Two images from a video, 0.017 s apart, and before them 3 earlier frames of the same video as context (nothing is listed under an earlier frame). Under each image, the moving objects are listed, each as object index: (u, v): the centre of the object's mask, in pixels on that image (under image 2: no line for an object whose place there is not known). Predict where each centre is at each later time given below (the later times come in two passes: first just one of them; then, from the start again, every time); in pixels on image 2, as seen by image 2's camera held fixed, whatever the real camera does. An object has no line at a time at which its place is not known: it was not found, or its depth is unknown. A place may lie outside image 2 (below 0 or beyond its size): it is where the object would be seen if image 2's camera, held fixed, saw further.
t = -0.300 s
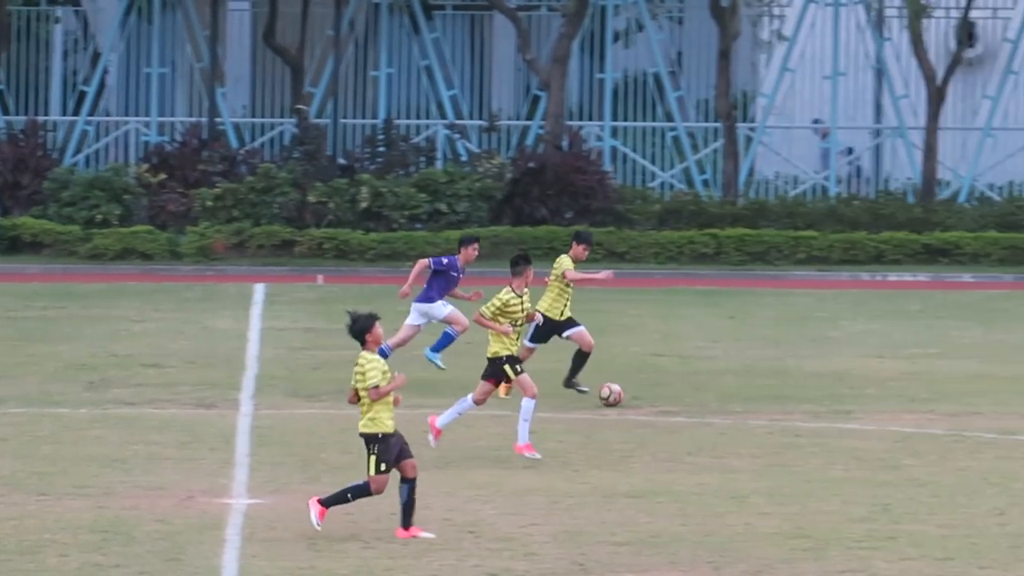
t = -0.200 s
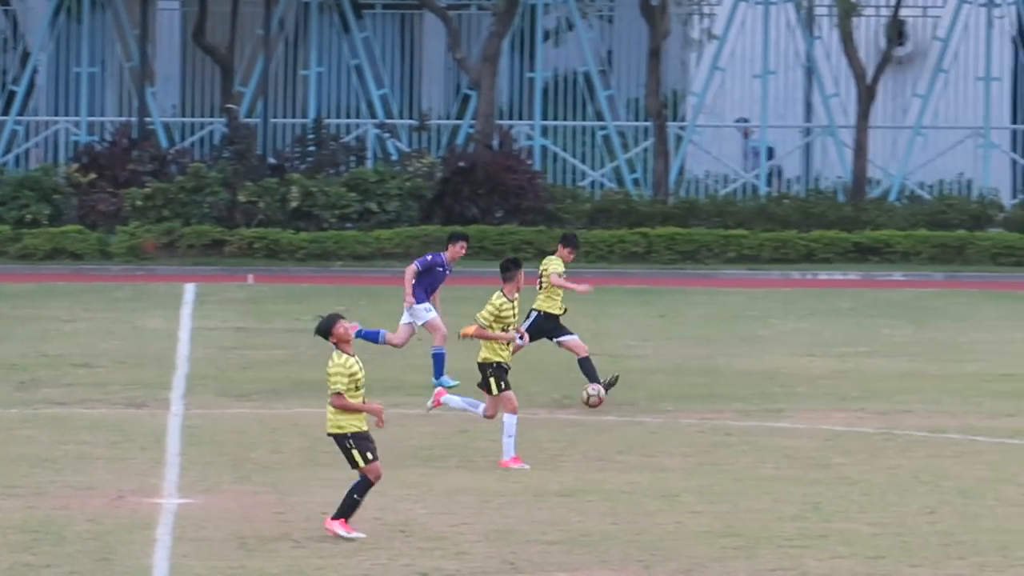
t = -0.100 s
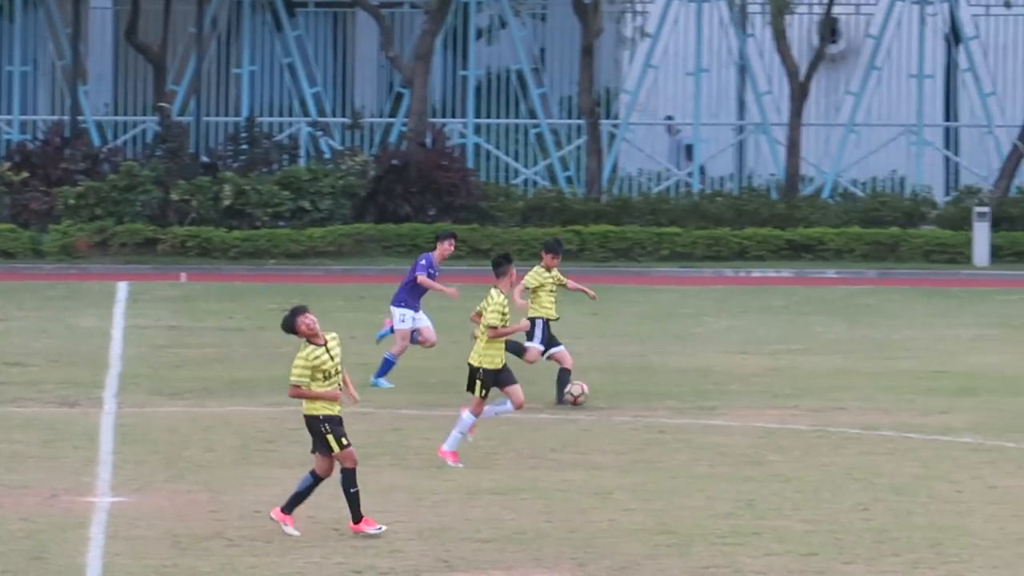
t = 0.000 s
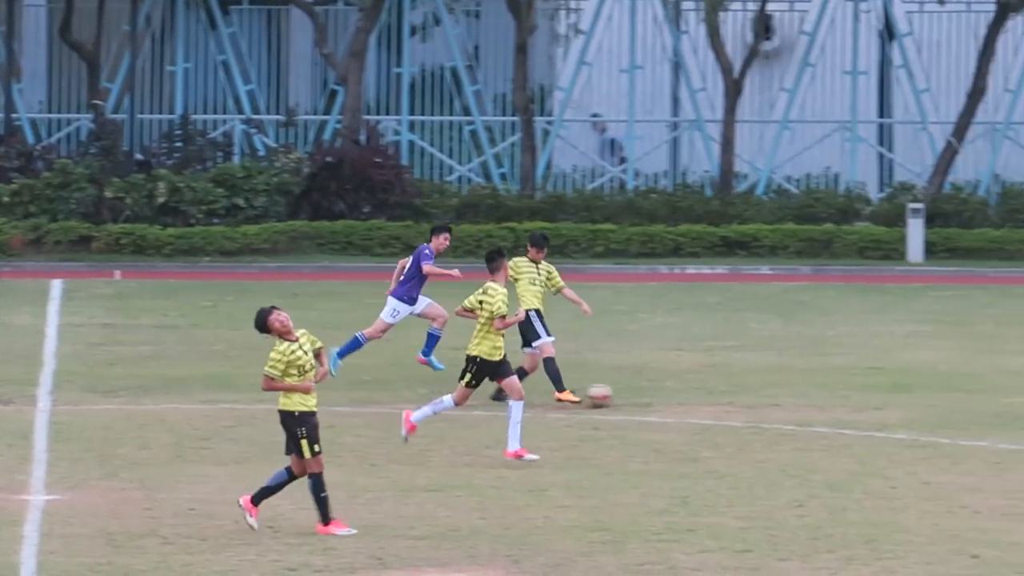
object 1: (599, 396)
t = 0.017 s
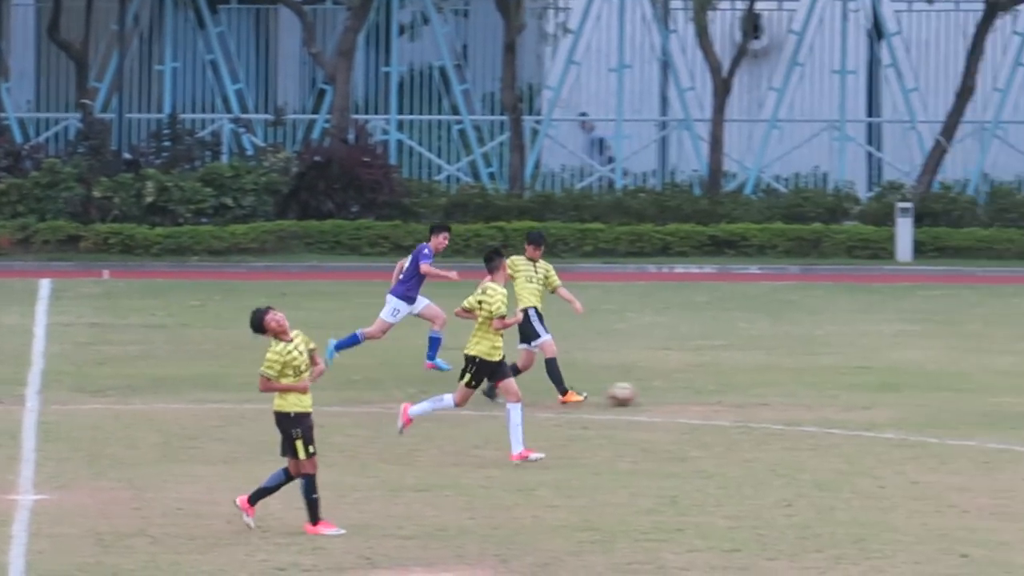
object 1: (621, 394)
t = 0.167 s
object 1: (907, 387)
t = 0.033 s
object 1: (654, 393)
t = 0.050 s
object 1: (687, 392)
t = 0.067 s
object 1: (719, 391)
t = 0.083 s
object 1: (750, 390)
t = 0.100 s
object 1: (782, 389)
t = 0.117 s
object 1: (813, 388)
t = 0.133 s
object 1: (845, 388)
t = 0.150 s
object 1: (877, 387)
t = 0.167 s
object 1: (907, 387)
